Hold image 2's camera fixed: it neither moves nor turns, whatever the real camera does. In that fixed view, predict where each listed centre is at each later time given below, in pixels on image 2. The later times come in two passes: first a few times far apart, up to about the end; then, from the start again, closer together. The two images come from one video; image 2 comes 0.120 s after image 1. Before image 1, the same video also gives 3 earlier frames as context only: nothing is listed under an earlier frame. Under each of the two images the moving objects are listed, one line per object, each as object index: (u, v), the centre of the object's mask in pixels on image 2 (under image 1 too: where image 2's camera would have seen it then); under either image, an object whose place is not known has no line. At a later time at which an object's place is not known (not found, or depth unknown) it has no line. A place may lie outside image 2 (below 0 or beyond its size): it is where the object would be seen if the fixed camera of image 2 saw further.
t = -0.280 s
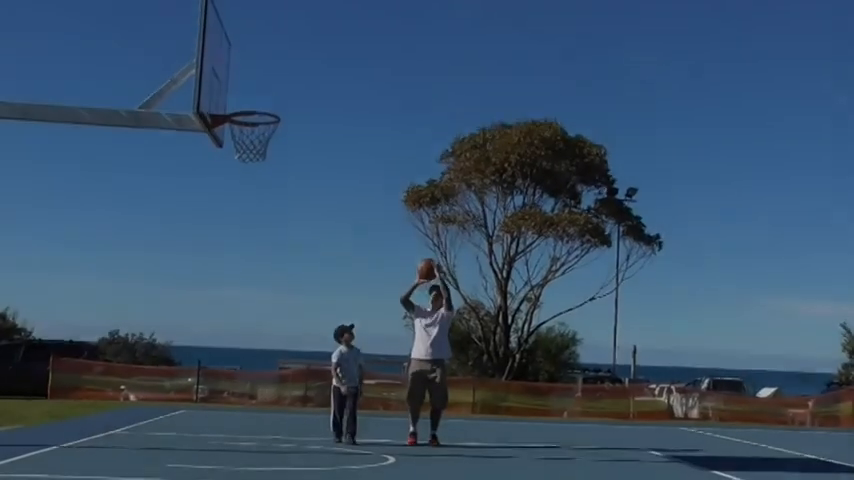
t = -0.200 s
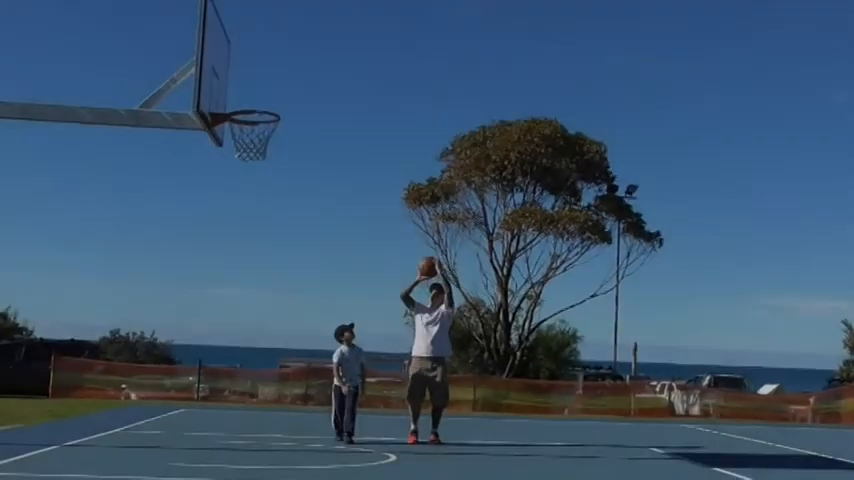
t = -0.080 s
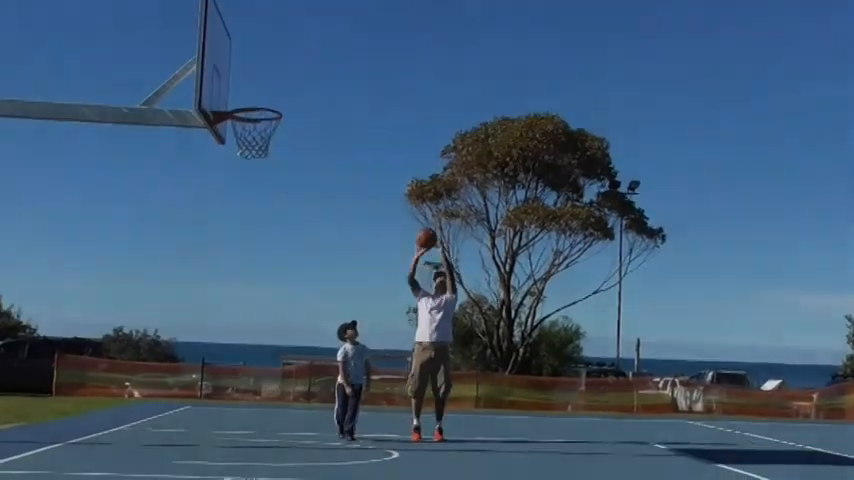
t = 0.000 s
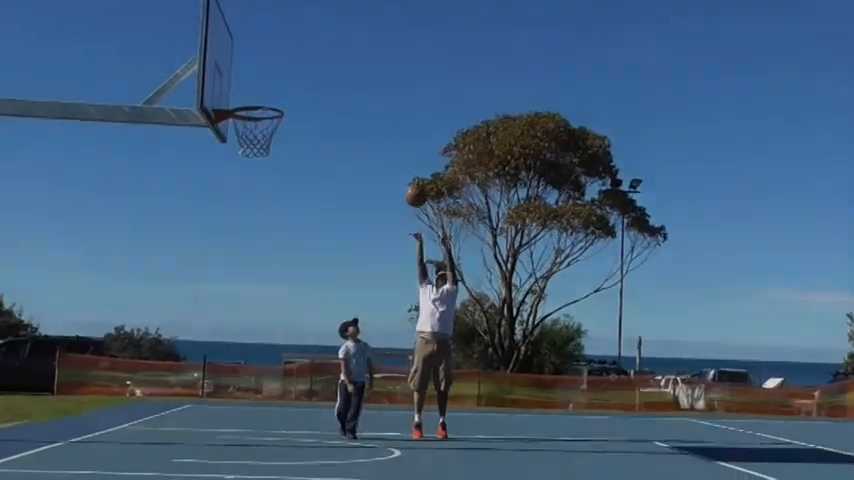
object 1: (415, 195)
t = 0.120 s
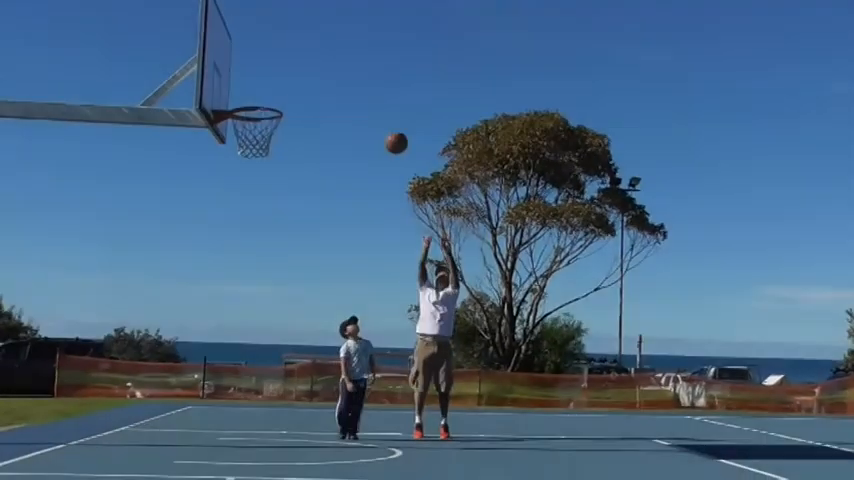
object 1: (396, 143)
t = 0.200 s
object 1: (381, 114)
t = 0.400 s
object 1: (344, 65)
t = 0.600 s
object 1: (306, 56)
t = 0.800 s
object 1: (261, 87)
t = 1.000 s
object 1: (277, 133)
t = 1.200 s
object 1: (277, 136)
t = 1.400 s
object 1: (253, 165)
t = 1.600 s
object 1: (224, 232)
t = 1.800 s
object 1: (192, 344)
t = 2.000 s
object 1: (167, 393)
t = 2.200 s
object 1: (155, 308)
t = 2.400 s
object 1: (140, 265)
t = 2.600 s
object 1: (123, 265)
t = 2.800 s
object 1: (104, 310)
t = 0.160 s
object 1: (389, 128)
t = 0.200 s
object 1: (381, 114)
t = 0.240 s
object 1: (374, 101)
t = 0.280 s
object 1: (367, 90)
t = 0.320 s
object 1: (359, 79)
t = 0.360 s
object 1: (352, 71)
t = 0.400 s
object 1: (344, 65)
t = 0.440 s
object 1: (337, 60)
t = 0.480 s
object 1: (329, 57)
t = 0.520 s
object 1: (321, 54)
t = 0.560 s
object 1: (314, 54)
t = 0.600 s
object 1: (306, 56)
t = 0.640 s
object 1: (297, 58)
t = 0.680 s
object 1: (289, 63)
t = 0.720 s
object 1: (279, 69)
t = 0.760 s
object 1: (270, 77)
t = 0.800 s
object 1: (261, 87)
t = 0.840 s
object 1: (252, 98)
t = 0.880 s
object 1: (244, 111)
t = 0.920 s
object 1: (256, 120)
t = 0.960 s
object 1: (269, 130)
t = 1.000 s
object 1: (277, 133)
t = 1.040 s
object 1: (281, 131)
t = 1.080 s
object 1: (281, 130)
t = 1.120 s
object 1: (281, 130)
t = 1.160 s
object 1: (279, 133)
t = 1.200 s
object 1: (277, 136)
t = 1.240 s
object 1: (274, 140)
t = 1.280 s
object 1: (269, 145)
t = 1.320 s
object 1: (264, 150)
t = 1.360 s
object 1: (258, 158)
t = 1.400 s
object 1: (253, 165)
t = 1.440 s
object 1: (247, 175)
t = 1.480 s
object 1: (242, 187)
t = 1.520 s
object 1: (236, 200)
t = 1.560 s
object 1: (230, 215)
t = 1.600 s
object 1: (224, 232)
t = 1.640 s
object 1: (218, 251)
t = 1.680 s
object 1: (211, 271)
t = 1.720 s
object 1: (205, 294)
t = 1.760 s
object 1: (199, 318)
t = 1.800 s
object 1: (192, 344)
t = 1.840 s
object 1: (186, 372)
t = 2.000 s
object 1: (167, 393)
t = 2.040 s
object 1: (164, 372)
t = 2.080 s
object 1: (162, 352)
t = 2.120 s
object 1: (160, 337)
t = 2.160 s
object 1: (157, 321)
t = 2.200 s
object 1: (155, 308)
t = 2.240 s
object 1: (152, 296)
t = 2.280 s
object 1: (149, 285)
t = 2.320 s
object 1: (146, 277)
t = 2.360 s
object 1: (143, 270)
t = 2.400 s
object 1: (140, 265)
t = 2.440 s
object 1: (137, 261)
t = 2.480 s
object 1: (133, 260)
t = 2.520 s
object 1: (130, 260)
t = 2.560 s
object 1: (127, 262)
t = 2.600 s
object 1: (123, 265)
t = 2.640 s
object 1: (119, 271)
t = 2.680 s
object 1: (115, 278)
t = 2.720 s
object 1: (112, 287)
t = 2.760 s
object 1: (108, 297)
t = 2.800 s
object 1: (104, 310)
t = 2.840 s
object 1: (99, 324)
